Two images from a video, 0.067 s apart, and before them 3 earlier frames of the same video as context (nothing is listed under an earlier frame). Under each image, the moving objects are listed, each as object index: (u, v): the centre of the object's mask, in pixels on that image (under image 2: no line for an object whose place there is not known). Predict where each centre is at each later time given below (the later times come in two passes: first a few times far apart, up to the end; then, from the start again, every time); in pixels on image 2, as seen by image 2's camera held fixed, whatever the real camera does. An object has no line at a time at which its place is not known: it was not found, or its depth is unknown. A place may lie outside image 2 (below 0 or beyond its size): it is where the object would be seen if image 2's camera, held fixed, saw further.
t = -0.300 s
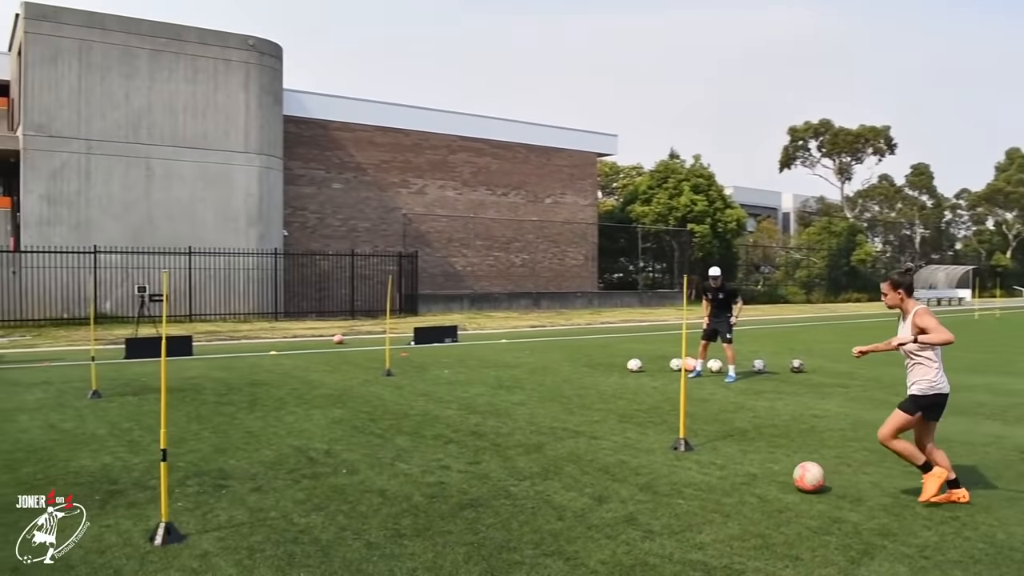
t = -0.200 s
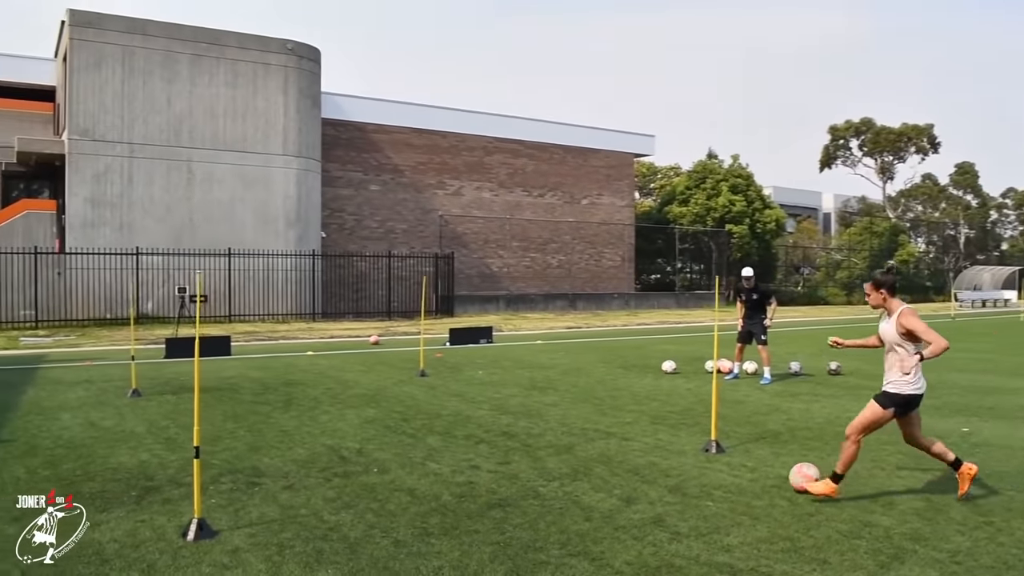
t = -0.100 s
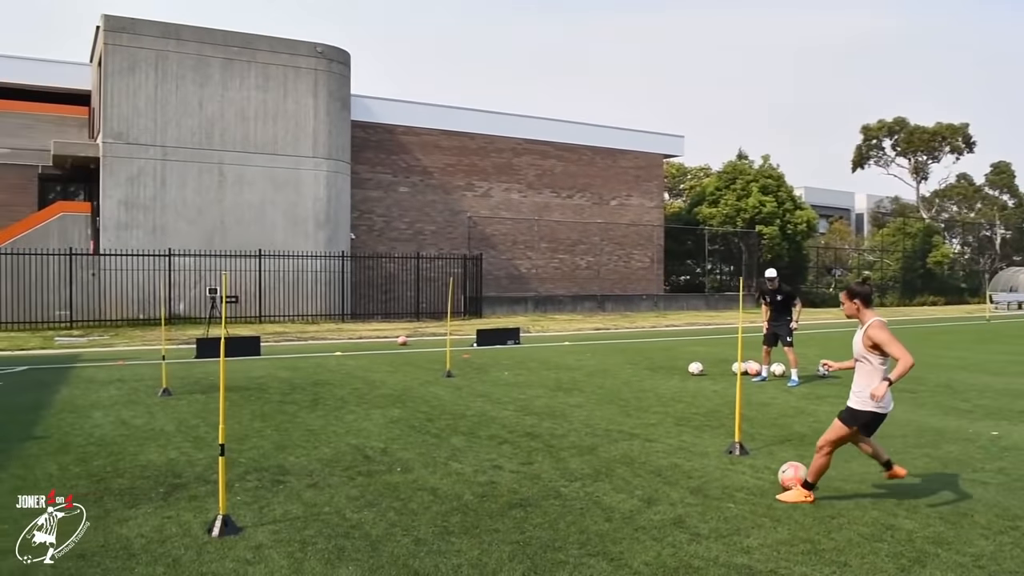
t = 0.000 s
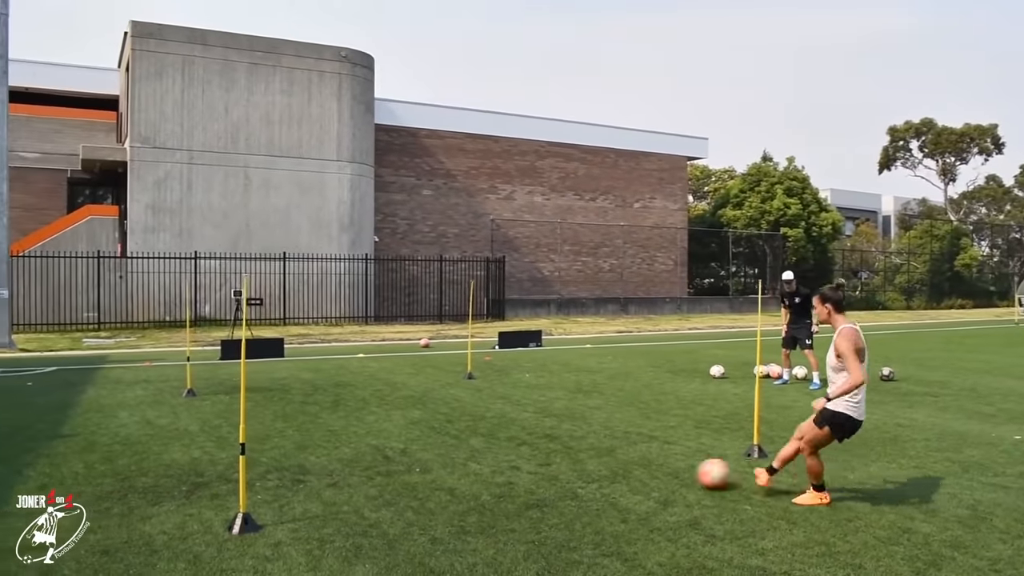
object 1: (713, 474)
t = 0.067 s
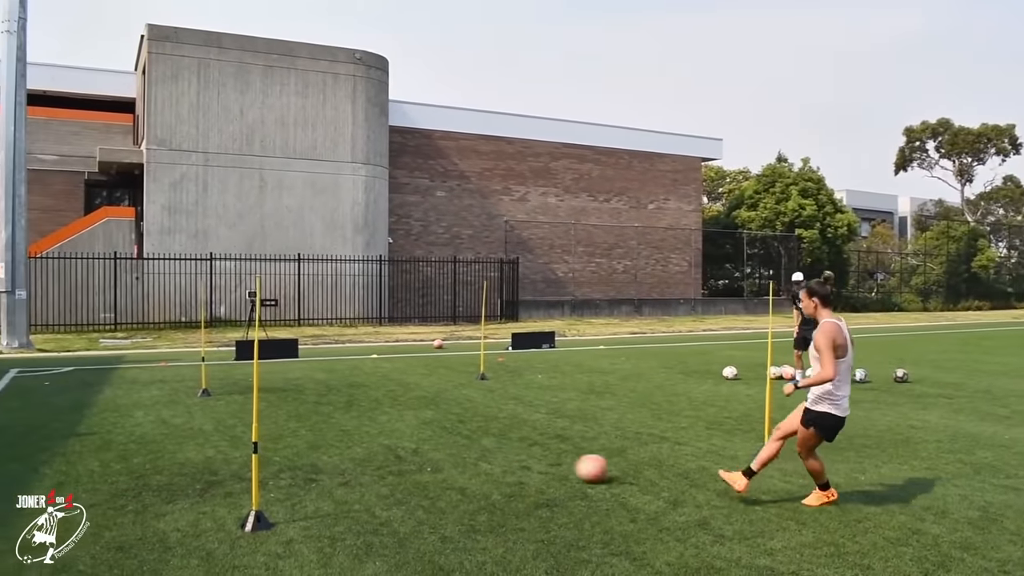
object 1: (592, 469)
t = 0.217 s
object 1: (345, 452)
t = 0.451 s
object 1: (68, 433)
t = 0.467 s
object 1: (51, 431)
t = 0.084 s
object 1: (560, 467)
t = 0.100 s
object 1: (530, 465)
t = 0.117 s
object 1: (501, 464)
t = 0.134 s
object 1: (473, 463)
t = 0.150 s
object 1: (446, 460)
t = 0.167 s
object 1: (420, 458)
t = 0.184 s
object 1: (395, 455)
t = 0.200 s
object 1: (370, 453)
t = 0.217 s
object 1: (345, 452)
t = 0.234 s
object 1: (321, 450)
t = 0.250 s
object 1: (298, 450)
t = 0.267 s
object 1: (277, 449)
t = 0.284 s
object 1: (256, 445)
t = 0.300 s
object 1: (234, 444)
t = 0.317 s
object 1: (212, 442)
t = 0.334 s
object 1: (193, 440)
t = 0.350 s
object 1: (174, 439)
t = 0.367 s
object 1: (155, 438)
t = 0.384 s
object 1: (136, 437)
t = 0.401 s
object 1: (118, 437)
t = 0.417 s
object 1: (101, 436)
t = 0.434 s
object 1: (84, 434)
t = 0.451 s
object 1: (68, 433)
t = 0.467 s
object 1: (51, 431)
